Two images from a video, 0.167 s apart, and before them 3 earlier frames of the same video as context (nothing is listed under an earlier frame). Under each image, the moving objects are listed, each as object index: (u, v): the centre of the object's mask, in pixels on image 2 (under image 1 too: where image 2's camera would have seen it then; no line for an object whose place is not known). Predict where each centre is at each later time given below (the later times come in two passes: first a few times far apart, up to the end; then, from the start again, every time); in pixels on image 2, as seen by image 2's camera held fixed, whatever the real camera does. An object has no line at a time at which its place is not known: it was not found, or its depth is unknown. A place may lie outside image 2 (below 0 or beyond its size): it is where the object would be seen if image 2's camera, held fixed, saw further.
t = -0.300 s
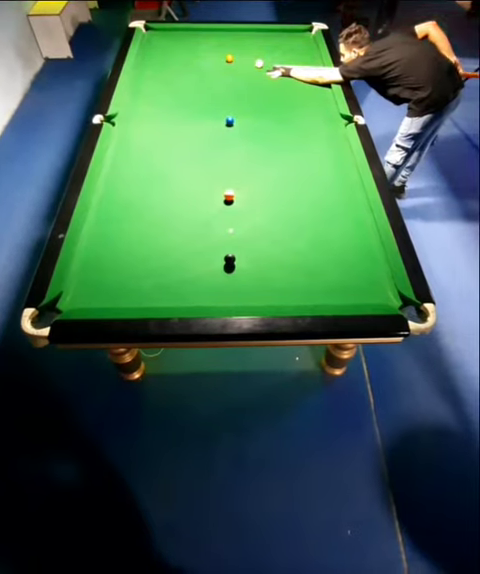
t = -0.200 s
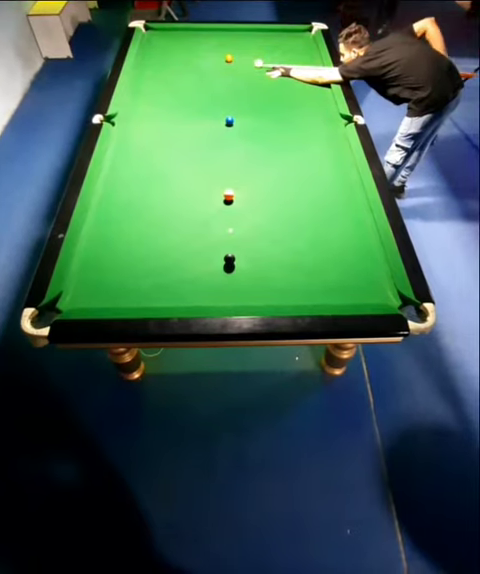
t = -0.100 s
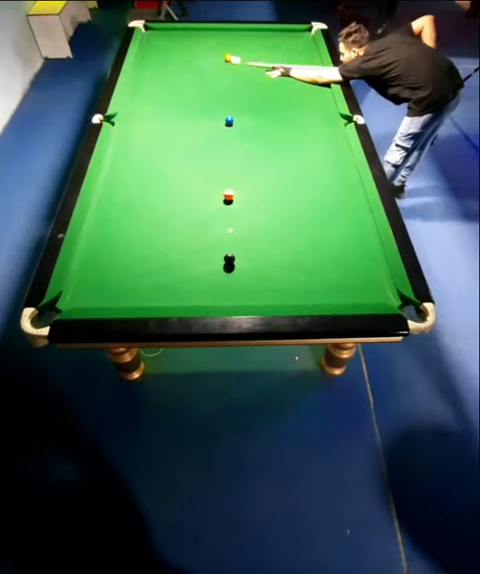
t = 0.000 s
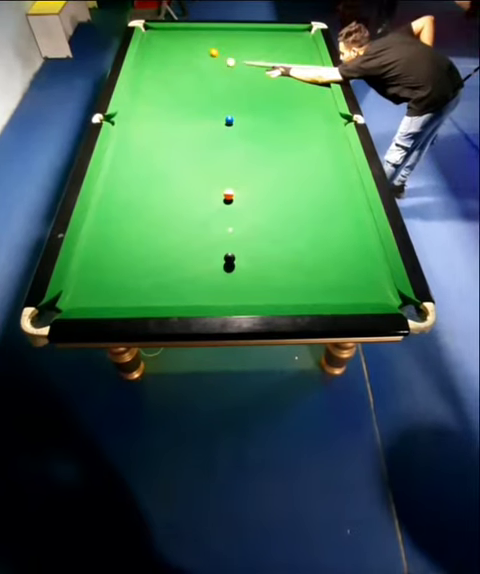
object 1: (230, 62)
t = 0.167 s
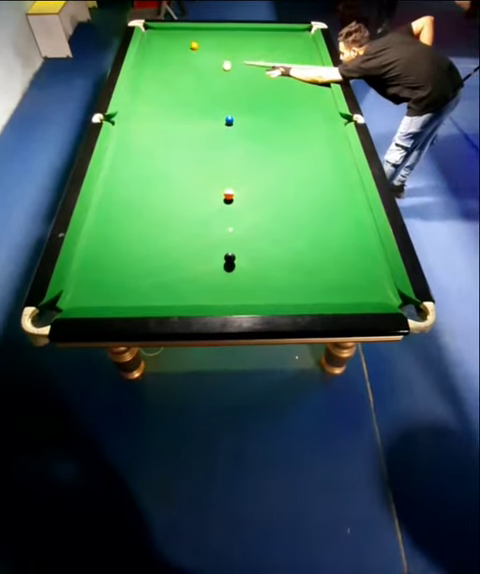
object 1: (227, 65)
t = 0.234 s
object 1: (225, 67)
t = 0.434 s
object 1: (221, 71)
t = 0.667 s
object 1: (216, 77)
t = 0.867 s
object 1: (212, 82)
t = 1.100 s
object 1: (207, 87)
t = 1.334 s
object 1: (203, 92)
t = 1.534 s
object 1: (200, 95)
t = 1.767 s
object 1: (197, 99)
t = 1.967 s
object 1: (194, 103)
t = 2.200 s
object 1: (192, 106)
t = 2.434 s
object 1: (190, 109)
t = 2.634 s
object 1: (188, 111)
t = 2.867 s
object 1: (186, 113)
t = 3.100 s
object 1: (185, 115)
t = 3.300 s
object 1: (185, 116)
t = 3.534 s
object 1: (184, 117)
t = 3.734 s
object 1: (184, 117)
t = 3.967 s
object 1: (184, 116)
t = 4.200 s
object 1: (185, 117)
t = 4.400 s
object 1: (185, 116)
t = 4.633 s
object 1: (185, 117)
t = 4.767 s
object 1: (185, 117)
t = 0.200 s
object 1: (226, 66)
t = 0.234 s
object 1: (225, 67)
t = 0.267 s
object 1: (224, 68)
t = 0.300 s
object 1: (223, 69)
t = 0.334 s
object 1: (223, 69)
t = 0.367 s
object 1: (222, 70)
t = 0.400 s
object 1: (222, 71)
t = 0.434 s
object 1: (221, 71)
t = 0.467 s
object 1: (220, 72)
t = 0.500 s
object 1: (219, 73)
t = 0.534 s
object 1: (218, 74)
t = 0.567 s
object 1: (218, 75)
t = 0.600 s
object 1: (217, 76)
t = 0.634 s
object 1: (216, 77)
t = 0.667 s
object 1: (216, 77)
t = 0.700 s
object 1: (215, 78)
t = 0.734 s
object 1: (214, 79)
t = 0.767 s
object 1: (213, 80)
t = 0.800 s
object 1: (213, 80)
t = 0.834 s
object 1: (212, 81)
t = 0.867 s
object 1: (212, 82)
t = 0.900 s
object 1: (211, 82)
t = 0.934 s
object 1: (210, 83)
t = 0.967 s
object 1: (210, 84)
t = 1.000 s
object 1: (209, 85)
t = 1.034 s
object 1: (208, 86)
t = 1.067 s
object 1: (208, 86)
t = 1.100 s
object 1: (207, 87)
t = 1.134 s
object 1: (206, 87)
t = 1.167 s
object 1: (206, 88)
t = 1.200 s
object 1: (205, 89)
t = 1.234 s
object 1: (205, 90)
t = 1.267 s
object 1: (204, 90)
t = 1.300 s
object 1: (203, 91)
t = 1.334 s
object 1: (203, 92)
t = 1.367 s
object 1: (202, 92)
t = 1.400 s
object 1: (202, 93)
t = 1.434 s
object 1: (201, 94)
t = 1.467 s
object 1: (201, 94)
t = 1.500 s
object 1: (201, 95)
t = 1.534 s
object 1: (200, 95)
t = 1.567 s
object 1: (200, 96)
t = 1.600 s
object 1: (199, 97)
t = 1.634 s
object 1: (199, 97)
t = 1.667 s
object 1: (198, 98)
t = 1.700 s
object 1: (198, 99)
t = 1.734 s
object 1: (197, 99)
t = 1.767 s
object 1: (197, 99)
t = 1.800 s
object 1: (196, 100)
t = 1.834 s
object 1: (196, 101)
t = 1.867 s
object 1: (196, 101)
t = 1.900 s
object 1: (195, 102)
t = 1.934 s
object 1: (195, 102)
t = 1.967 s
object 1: (194, 103)
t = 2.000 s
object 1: (194, 103)
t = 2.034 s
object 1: (194, 104)
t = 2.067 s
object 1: (193, 104)
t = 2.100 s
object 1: (193, 105)
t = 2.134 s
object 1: (193, 105)
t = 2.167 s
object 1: (192, 106)
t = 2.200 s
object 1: (192, 106)
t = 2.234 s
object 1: (192, 107)
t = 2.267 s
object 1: (191, 107)
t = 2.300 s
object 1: (191, 107)
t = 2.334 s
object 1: (191, 108)
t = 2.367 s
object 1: (190, 108)
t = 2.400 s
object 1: (190, 108)
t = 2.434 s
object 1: (190, 109)
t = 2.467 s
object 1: (189, 110)
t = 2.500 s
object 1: (189, 110)
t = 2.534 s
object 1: (189, 110)
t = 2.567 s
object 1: (188, 111)
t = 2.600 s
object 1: (188, 110)
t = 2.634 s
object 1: (188, 111)
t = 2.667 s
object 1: (188, 112)
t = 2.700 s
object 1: (188, 112)
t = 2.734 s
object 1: (187, 112)
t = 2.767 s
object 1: (187, 113)
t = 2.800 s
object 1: (187, 112)
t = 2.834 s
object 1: (186, 113)
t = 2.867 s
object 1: (186, 113)
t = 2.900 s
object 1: (186, 114)
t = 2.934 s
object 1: (186, 114)
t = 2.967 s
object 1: (186, 114)
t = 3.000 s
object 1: (186, 114)
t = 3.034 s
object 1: (185, 115)
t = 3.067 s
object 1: (185, 114)
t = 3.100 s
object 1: (185, 115)
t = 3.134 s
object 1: (185, 115)
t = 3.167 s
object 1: (185, 115)
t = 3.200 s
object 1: (185, 115)
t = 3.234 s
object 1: (185, 116)
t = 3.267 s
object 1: (185, 116)
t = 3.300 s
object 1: (185, 116)
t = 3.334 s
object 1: (185, 116)
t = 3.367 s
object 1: (185, 116)
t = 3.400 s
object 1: (185, 116)
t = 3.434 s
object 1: (185, 117)
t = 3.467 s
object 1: (185, 117)
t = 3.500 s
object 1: (184, 117)
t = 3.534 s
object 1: (184, 117)
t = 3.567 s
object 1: (184, 117)
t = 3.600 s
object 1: (184, 117)
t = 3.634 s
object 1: (184, 117)
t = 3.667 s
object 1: (185, 117)
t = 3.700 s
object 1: (184, 117)
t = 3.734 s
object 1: (184, 117)
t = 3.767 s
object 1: (185, 117)
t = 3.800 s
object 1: (184, 117)
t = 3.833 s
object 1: (184, 117)
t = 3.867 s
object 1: (184, 117)
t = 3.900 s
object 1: (184, 116)
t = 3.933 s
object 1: (184, 116)
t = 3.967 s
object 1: (184, 116)
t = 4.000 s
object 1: (184, 116)
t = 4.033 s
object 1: (184, 116)
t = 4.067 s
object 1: (184, 116)
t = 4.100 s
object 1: (184, 116)
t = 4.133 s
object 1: (184, 116)
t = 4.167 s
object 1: (185, 117)
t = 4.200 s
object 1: (185, 117)
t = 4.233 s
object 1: (185, 117)
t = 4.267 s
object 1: (185, 117)
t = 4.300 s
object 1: (185, 117)
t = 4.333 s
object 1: (184, 117)
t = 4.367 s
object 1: (184, 116)
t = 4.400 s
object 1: (185, 116)
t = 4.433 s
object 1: (185, 117)
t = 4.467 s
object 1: (185, 117)
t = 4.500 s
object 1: (184, 117)
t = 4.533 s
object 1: (185, 117)
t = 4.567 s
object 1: (185, 117)
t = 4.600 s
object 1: (185, 117)
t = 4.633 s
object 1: (185, 117)
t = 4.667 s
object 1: (185, 117)
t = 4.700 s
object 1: (185, 117)
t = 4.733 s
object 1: (185, 117)
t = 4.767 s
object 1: (185, 117)
